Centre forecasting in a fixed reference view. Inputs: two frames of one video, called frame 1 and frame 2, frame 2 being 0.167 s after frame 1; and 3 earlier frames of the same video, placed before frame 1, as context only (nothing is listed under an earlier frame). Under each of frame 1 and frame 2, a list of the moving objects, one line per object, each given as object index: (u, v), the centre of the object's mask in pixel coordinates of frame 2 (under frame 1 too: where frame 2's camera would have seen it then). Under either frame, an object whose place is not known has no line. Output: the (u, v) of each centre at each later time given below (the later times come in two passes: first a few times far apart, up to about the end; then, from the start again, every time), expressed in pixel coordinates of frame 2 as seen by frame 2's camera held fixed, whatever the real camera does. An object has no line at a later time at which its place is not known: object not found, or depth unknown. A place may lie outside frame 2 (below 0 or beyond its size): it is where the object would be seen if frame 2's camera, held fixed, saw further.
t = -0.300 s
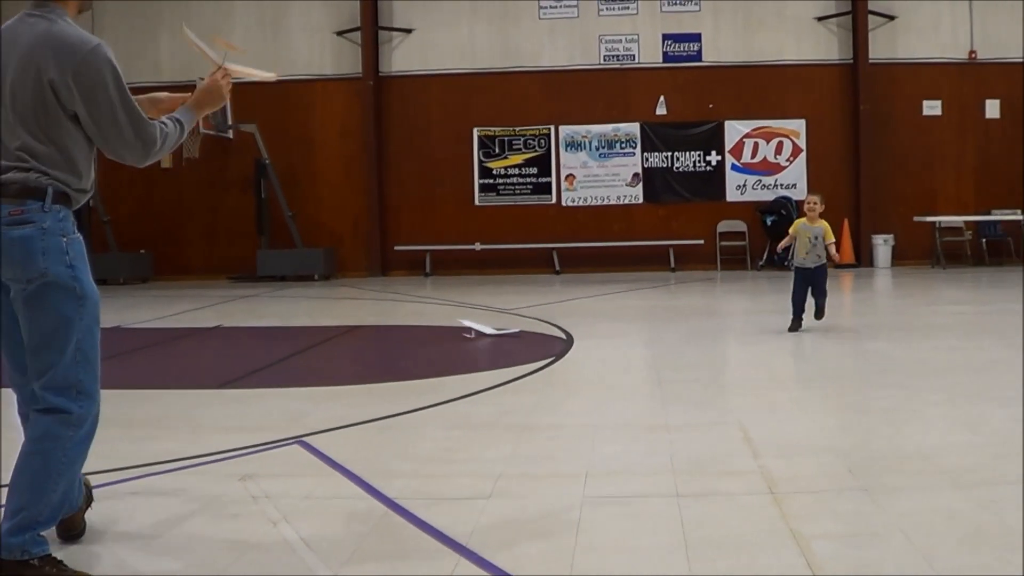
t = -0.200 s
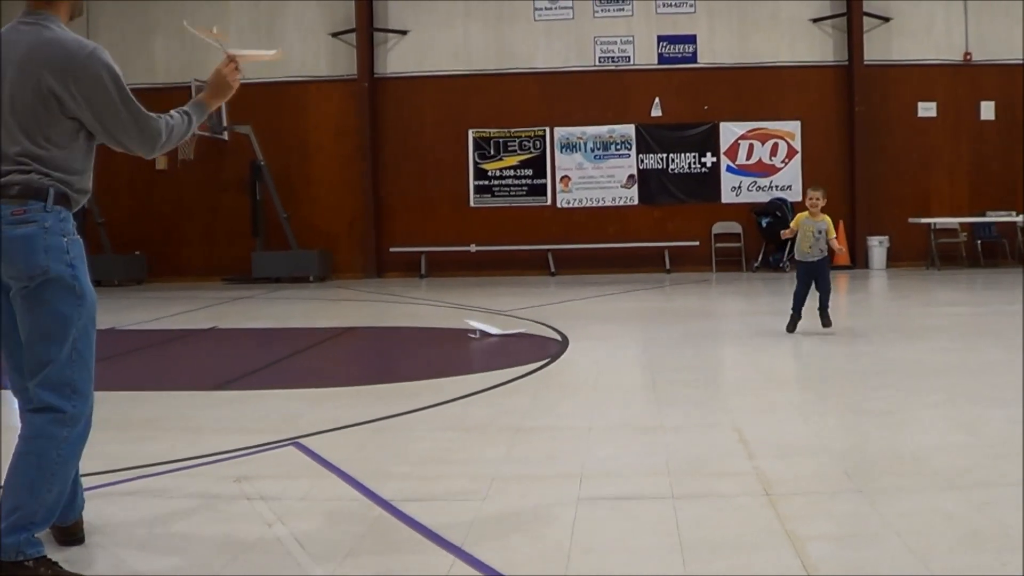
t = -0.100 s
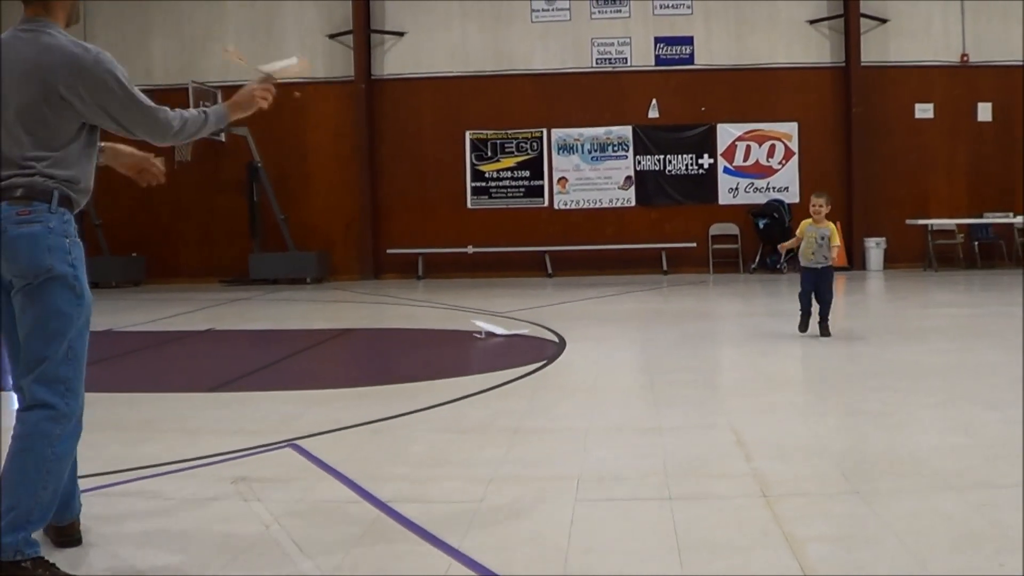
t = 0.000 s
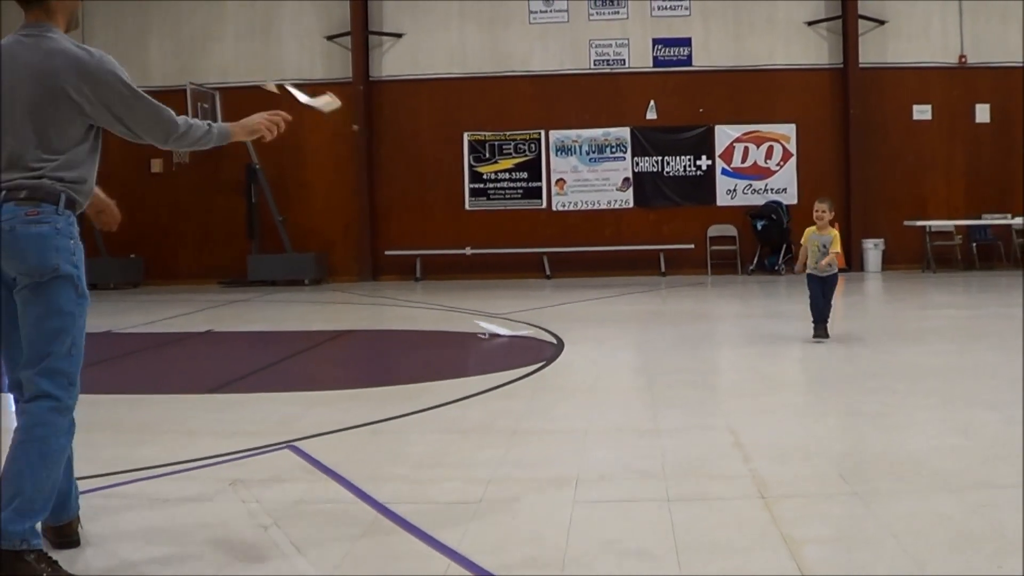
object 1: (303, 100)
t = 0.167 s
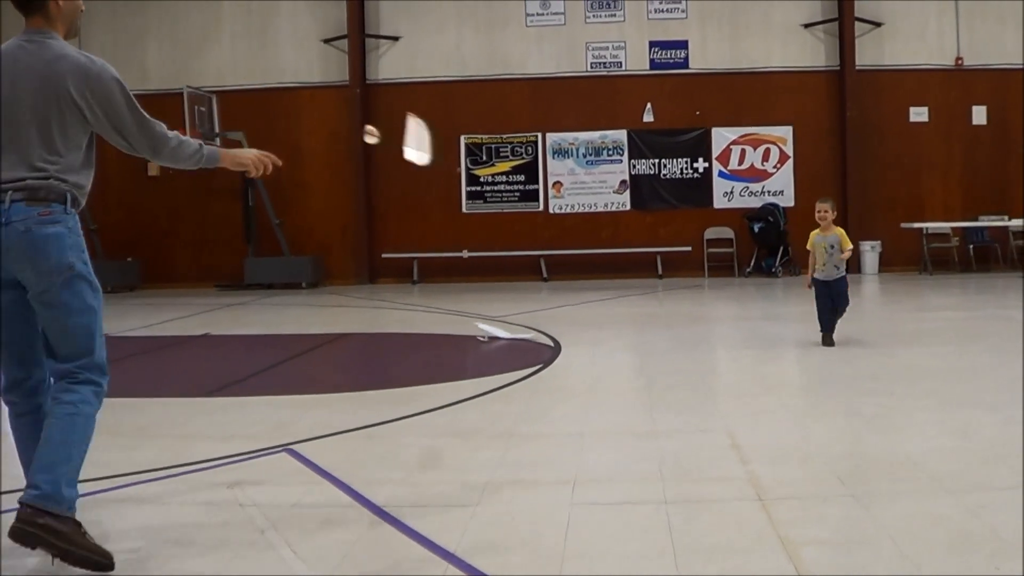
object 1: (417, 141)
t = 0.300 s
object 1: (509, 175)
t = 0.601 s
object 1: (770, 303)
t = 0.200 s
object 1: (432, 148)
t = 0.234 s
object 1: (466, 157)
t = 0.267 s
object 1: (491, 166)
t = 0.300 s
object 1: (509, 175)
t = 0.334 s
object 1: (543, 188)
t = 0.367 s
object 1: (561, 197)
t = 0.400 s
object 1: (590, 212)
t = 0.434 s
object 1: (618, 224)
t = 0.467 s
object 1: (646, 238)
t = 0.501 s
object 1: (676, 253)
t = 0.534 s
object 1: (705, 269)
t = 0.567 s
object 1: (738, 285)
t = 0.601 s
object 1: (770, 303)
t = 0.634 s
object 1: (802, 321)
